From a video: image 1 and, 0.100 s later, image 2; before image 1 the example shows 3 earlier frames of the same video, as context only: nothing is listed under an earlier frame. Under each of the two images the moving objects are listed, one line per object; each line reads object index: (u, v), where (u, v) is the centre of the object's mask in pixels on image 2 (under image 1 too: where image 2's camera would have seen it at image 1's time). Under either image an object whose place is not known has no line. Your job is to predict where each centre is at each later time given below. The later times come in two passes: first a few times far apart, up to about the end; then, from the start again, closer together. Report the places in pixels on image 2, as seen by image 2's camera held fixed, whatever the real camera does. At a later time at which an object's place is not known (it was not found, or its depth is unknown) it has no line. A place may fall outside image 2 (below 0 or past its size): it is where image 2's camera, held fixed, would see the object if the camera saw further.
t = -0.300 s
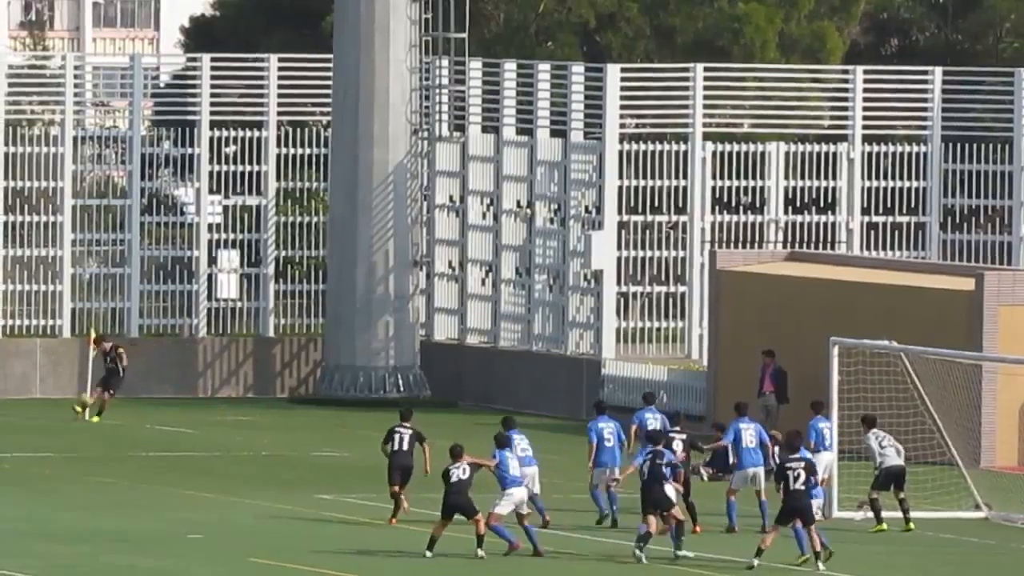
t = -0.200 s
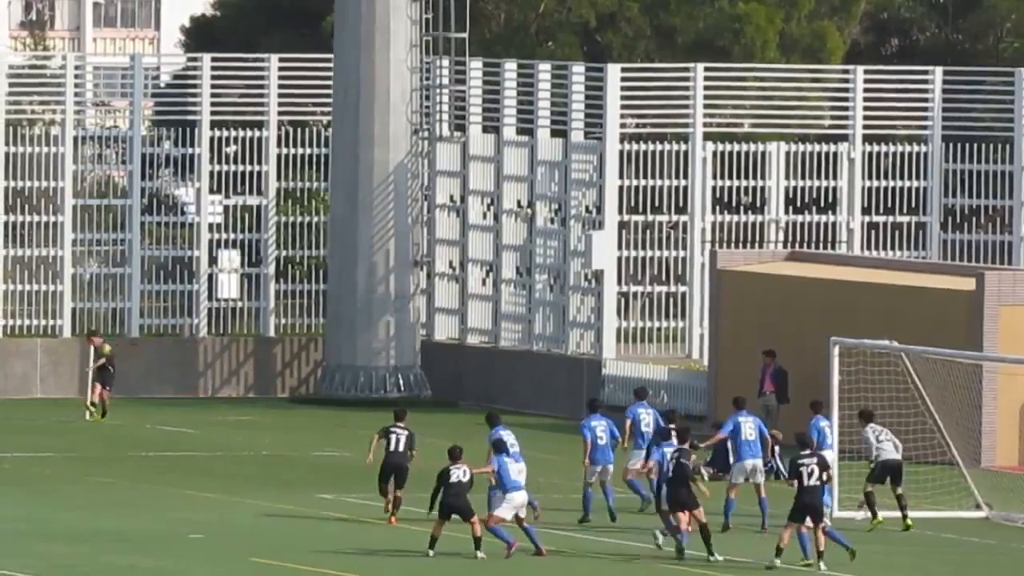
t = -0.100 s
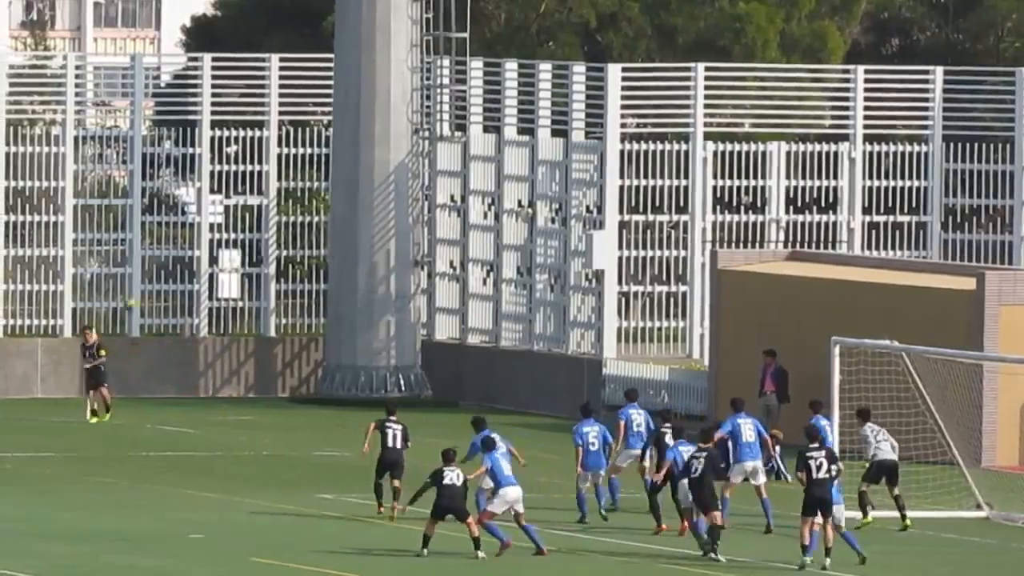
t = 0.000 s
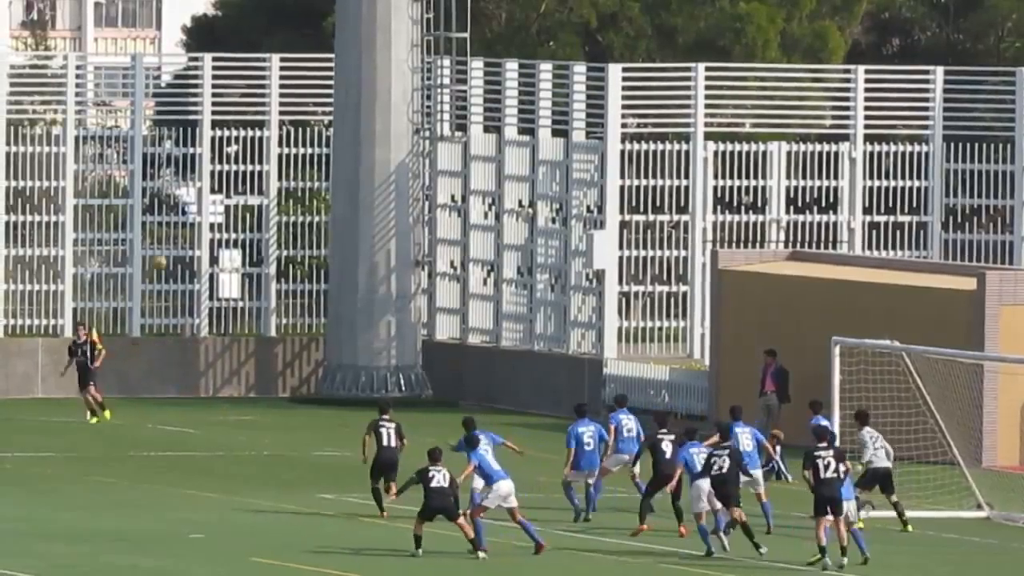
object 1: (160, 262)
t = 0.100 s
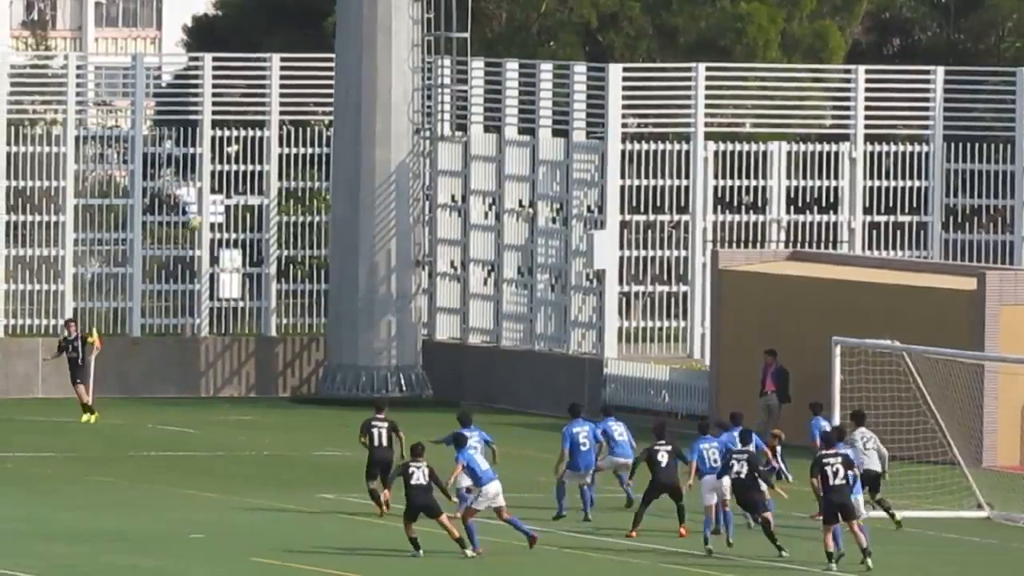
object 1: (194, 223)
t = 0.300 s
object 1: (264, 162)
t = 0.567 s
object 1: (378, 107)
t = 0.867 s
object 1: (528, 87)
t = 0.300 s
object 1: (264, 162)
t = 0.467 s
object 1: (334, 123)
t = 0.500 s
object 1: (350, 117)
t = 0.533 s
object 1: (364, 111)
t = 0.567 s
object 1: (378, 107)
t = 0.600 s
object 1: (393, 103)
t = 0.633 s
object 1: (410, 99)
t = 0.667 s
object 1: (427, 95)
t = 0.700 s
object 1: (442, 93)
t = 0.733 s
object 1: (460, 93)
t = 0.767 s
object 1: (476, 89)
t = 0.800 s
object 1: (494, 89)
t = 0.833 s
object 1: (511, 88)
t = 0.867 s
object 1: (528, 87)
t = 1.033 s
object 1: (623, 99)
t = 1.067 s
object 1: (641, 103)
